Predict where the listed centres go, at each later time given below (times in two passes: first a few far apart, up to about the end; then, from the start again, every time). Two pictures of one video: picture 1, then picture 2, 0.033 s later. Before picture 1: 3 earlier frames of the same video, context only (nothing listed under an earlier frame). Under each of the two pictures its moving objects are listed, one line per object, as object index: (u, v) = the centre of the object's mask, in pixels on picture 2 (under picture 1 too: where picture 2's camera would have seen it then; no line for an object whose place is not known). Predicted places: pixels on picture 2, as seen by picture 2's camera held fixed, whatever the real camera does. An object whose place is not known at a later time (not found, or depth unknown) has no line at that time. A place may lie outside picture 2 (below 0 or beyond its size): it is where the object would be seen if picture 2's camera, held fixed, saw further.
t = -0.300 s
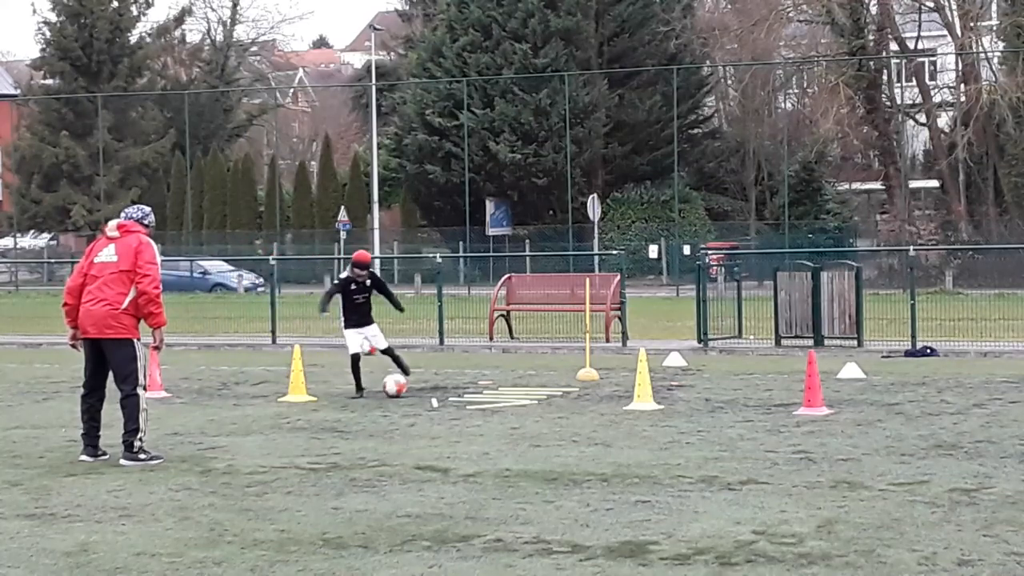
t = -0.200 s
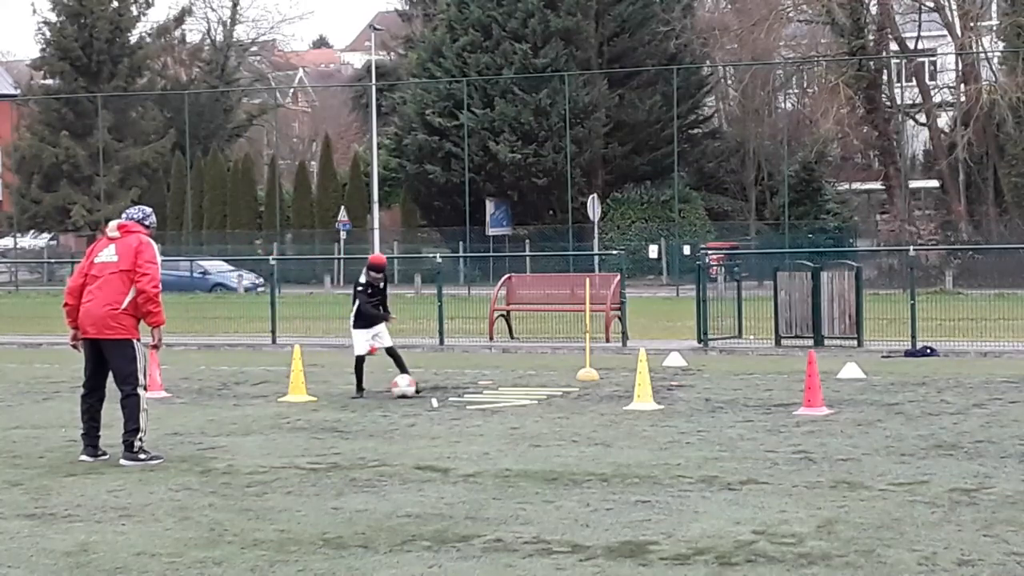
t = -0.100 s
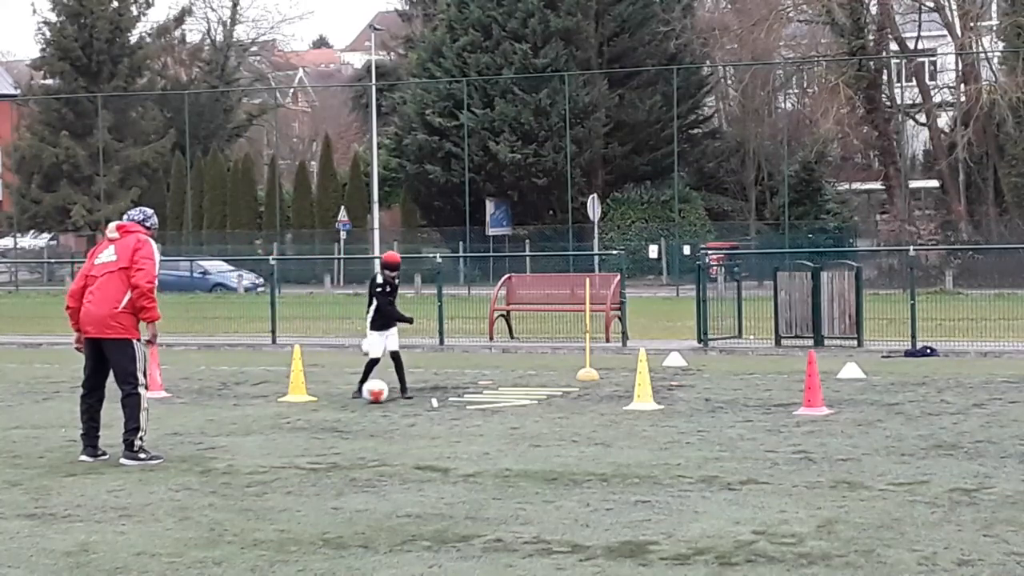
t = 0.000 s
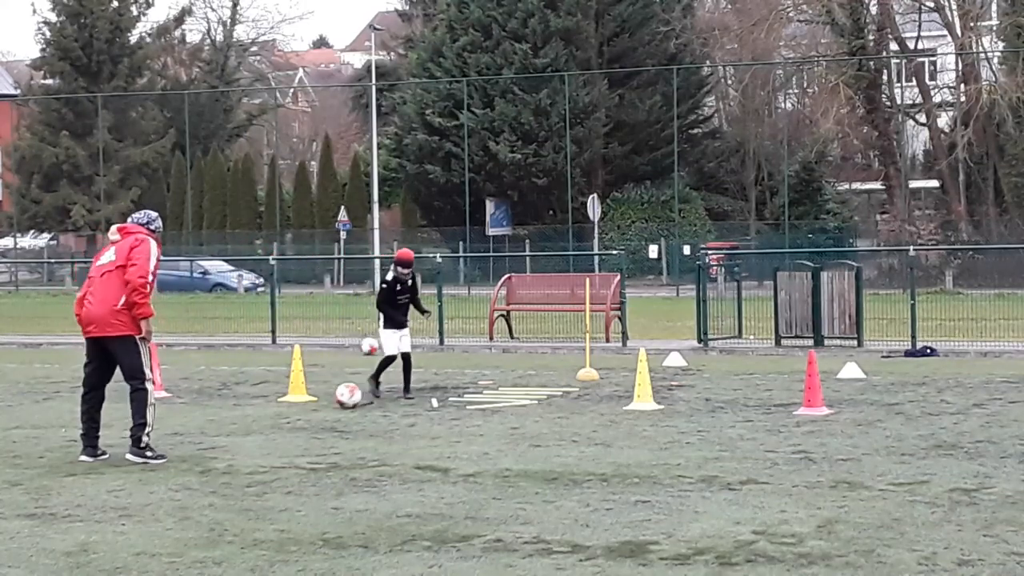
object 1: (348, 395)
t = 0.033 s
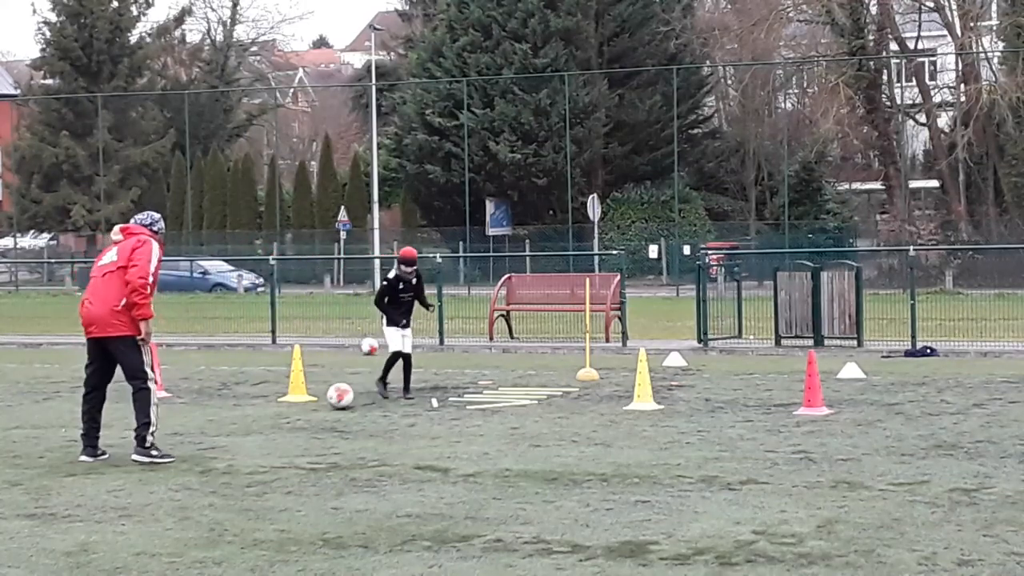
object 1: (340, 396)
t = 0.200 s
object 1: (303, 403)
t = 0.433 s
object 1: (267, 410)
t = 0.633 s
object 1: (239, 418)
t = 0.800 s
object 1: (213, 424)
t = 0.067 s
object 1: (332, 397)
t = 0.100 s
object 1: (324, 400)
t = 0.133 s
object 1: (317, 401)
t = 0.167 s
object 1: (310, 402)
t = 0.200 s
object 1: (303, 403)
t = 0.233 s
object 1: (297, 405)
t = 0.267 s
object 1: (292, 404)
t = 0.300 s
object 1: (286, 405)
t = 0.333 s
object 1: (281, 408)
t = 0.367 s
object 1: (276, 410)
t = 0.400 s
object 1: (271, 409)
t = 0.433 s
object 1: (267, 410)
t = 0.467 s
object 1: (262, 412)
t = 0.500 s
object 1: (258, 414)
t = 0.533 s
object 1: (253, 415)
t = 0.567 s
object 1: (248, 417)
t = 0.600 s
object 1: (243, 418)
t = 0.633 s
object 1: (239, 418)
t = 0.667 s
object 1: (233, 419)
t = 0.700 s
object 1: (229, 421)
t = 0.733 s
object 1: (223, 422)
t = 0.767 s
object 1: (218, 423)
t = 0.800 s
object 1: (213, 424)
